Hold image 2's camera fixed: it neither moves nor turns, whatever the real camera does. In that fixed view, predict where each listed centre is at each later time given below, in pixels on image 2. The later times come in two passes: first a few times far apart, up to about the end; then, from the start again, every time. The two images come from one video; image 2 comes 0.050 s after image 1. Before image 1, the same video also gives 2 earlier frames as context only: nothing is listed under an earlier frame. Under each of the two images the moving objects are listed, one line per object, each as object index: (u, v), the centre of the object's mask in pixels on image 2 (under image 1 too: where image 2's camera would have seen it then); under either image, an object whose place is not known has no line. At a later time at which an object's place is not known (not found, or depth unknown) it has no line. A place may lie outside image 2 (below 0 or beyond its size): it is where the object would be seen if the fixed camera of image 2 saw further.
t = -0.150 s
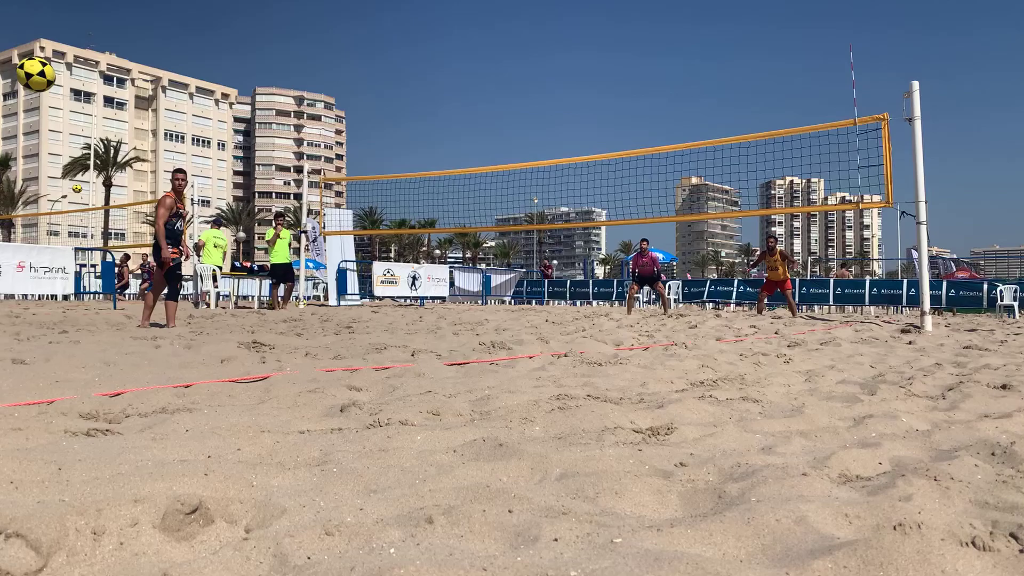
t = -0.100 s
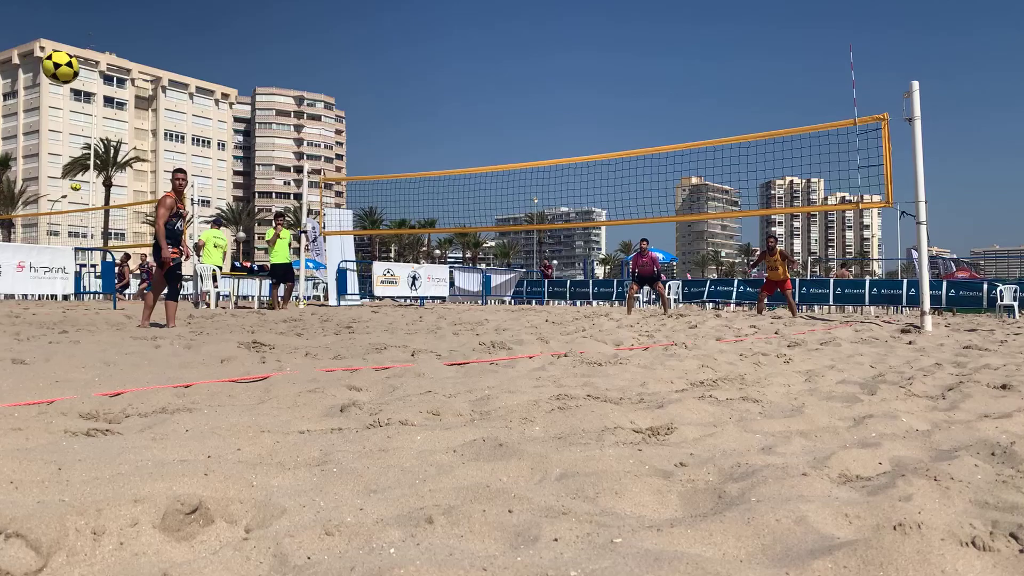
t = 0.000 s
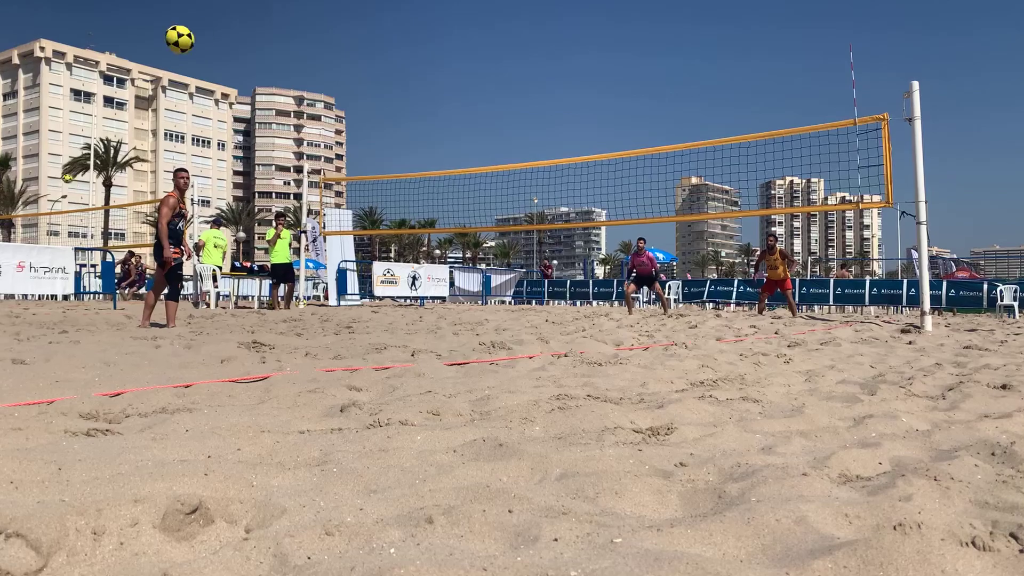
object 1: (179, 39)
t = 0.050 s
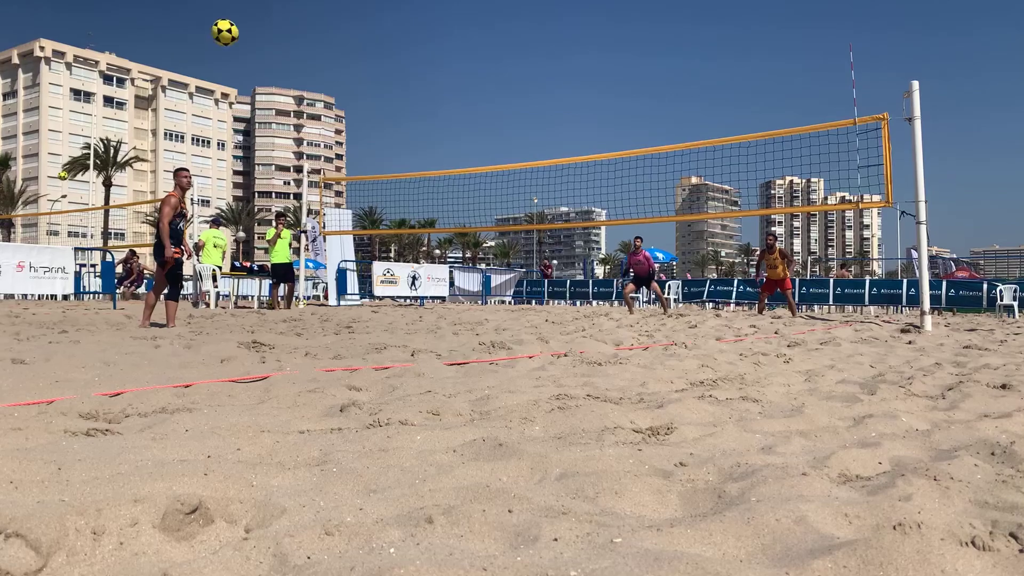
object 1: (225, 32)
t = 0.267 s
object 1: (359, 40)
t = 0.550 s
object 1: (451, 96)
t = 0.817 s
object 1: (497, 170)
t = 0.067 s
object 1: (238, 31)
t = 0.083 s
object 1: (251, 30)
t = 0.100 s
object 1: (264, 30)
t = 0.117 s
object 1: (275, 29)
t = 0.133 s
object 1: (286, 29)
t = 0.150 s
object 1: (297, 30)
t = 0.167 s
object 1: (307, 31)
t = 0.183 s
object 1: (316, 32)
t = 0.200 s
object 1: (326, 33)
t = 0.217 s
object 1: (335, 34)
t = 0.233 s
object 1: (343, 36)
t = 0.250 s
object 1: (351, 38)
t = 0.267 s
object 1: (359, 40)
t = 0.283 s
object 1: (366, 42)
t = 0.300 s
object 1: (373, 45)
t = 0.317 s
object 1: (380, 47)
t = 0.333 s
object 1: (386, 50)
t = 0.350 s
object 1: (393, 53)
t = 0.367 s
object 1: (399, 56)
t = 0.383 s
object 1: (404, 59)
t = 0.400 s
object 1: (410, 62)
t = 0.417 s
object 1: (415, 66)
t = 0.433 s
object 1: (420, 69)
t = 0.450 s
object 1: (425, 73)
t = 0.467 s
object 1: (430, 76)
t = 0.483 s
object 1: (434, 80)
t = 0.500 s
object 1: (439, 84)
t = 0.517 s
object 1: (443, 88)
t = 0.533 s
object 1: (447, 92)
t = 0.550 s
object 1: (451, 96)
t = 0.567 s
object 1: (455, 100)
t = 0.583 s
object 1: (458, 104)
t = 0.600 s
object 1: (461, 108)
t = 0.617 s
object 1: (465, 113)
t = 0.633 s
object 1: (468, 117)
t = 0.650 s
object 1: (471, 122)
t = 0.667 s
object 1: (474, 126)
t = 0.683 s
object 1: (477, 131)
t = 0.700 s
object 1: (480, 135)
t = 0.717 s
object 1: (482, 140)
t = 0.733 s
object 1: (485, 145)
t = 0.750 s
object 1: (488, 150)
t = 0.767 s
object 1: (490, 155)
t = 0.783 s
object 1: (493, 159)
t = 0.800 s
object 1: (495, 162)
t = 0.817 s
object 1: (497, 170)
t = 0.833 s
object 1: (499, 175)
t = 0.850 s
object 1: (501, 179)
